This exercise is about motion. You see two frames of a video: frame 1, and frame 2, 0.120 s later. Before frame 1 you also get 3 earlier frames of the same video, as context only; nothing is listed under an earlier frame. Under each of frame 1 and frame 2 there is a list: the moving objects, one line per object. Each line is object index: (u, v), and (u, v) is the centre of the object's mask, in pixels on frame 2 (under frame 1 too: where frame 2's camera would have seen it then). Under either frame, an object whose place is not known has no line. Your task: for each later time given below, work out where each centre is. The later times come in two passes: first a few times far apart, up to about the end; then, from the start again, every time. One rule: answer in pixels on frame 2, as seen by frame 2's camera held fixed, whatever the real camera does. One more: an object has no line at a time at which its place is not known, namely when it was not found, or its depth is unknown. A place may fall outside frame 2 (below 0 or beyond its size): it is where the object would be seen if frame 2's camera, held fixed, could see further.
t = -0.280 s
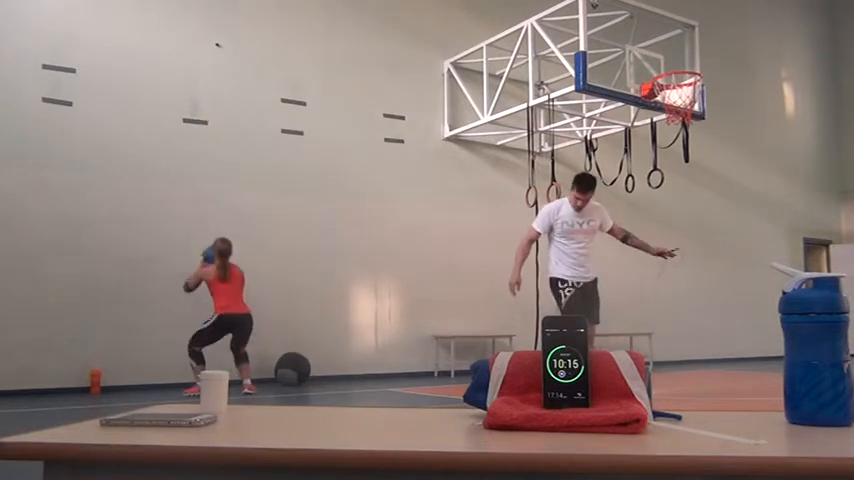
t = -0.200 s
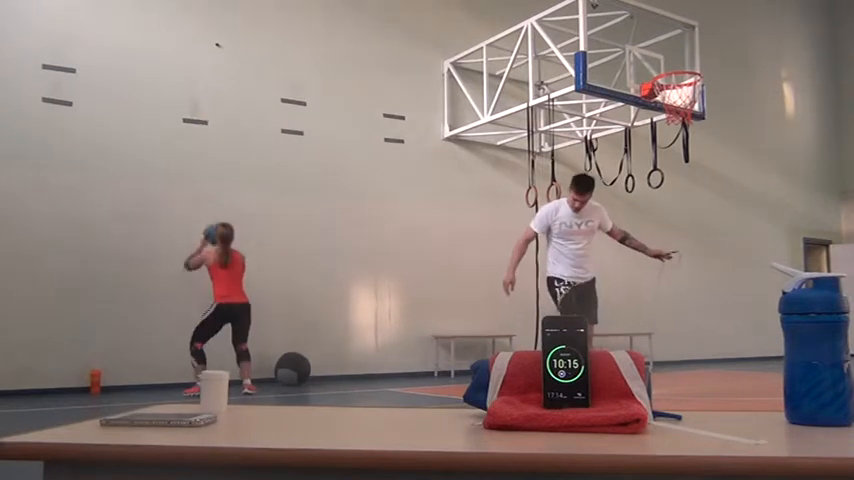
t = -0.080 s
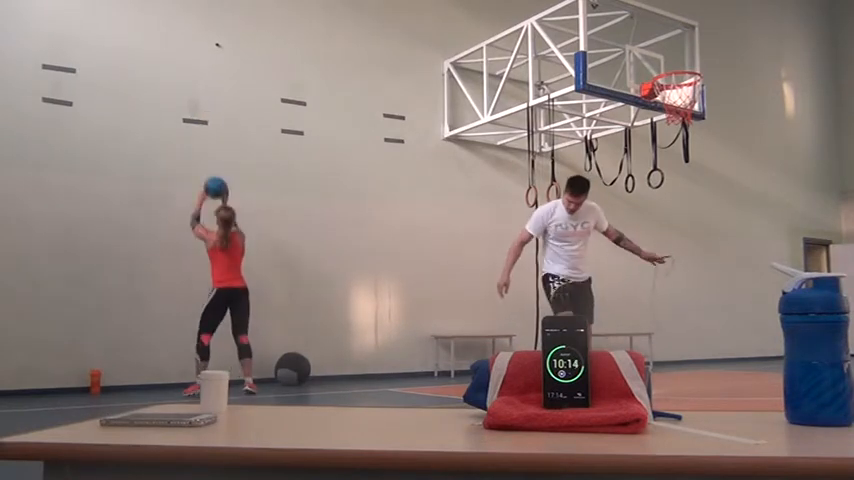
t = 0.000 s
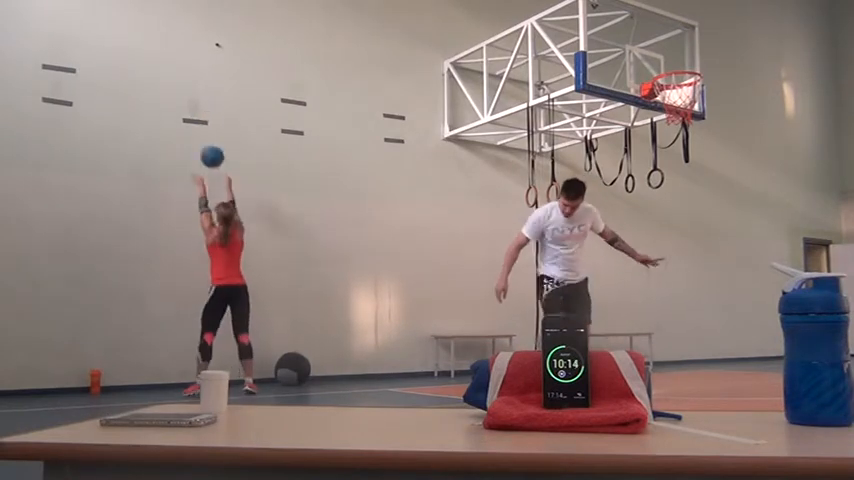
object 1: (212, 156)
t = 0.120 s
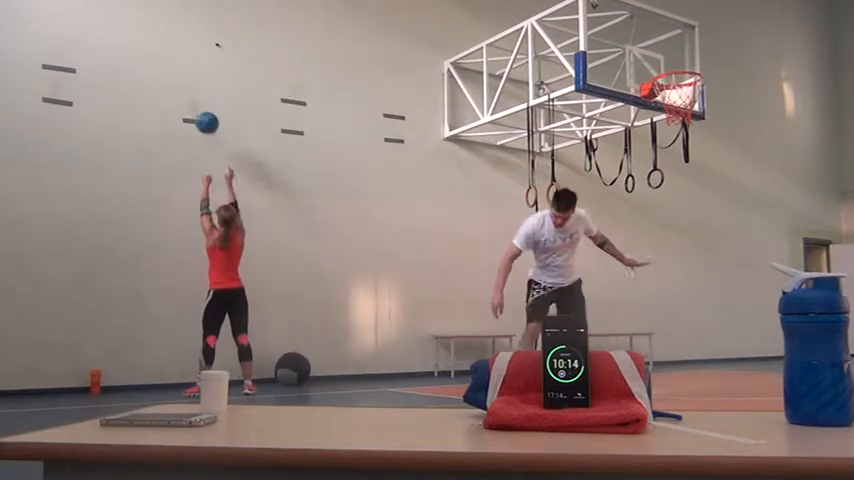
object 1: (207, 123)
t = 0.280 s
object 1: (200, 100)
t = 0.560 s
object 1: (199, 111)
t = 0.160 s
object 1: (205, 114)
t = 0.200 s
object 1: (203, 108)
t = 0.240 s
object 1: (201, 103)
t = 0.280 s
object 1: (200, 100)
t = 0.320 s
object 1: (198, 99)
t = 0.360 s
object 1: (196, 99)
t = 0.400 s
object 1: (196, 99)
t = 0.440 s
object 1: (197, 99)
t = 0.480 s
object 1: (198, 102)
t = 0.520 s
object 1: (199, 106)
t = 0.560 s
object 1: (199, 111)
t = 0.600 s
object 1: (199, 119)
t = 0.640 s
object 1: (200, 127)
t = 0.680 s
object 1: (201, 138)
